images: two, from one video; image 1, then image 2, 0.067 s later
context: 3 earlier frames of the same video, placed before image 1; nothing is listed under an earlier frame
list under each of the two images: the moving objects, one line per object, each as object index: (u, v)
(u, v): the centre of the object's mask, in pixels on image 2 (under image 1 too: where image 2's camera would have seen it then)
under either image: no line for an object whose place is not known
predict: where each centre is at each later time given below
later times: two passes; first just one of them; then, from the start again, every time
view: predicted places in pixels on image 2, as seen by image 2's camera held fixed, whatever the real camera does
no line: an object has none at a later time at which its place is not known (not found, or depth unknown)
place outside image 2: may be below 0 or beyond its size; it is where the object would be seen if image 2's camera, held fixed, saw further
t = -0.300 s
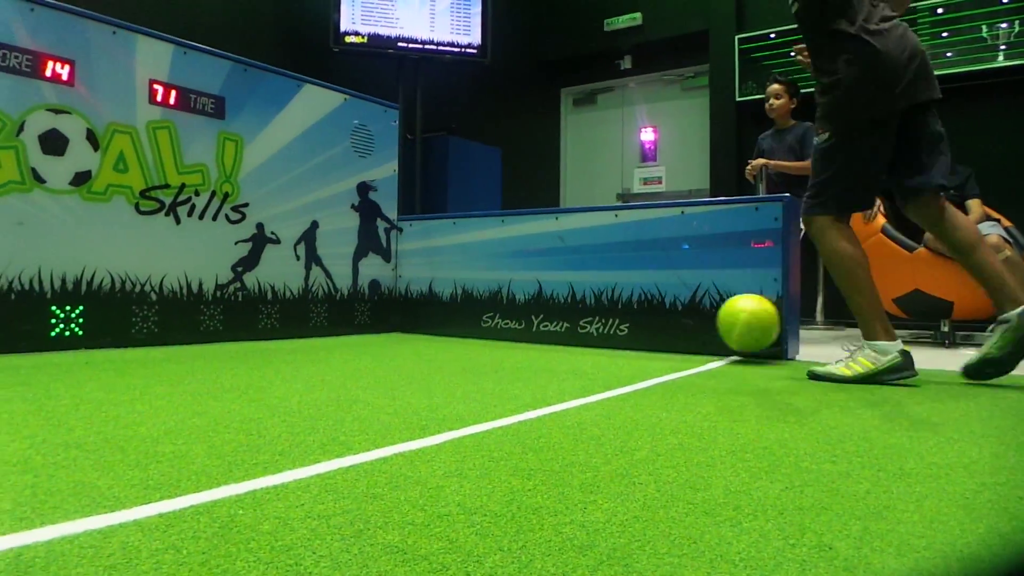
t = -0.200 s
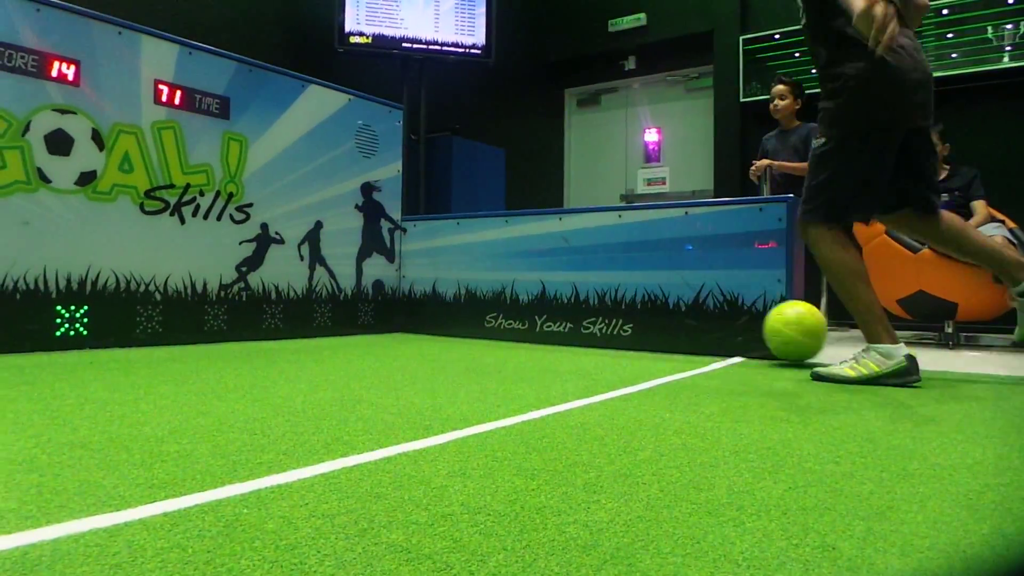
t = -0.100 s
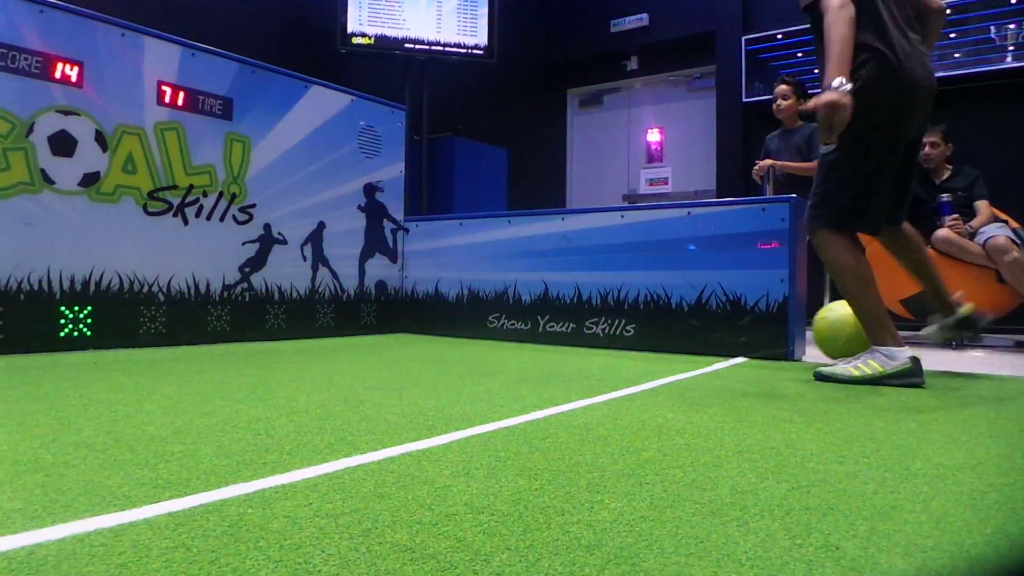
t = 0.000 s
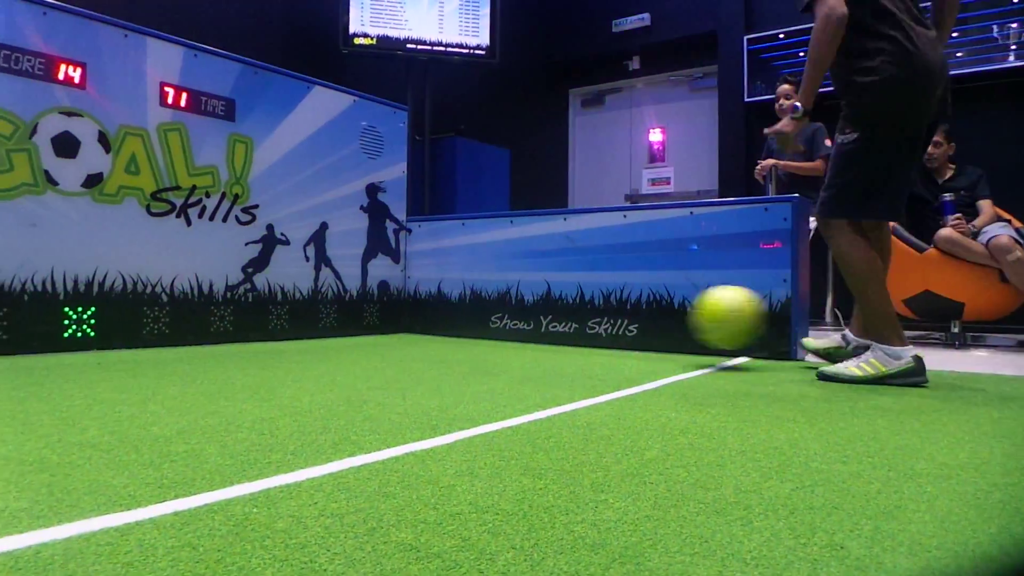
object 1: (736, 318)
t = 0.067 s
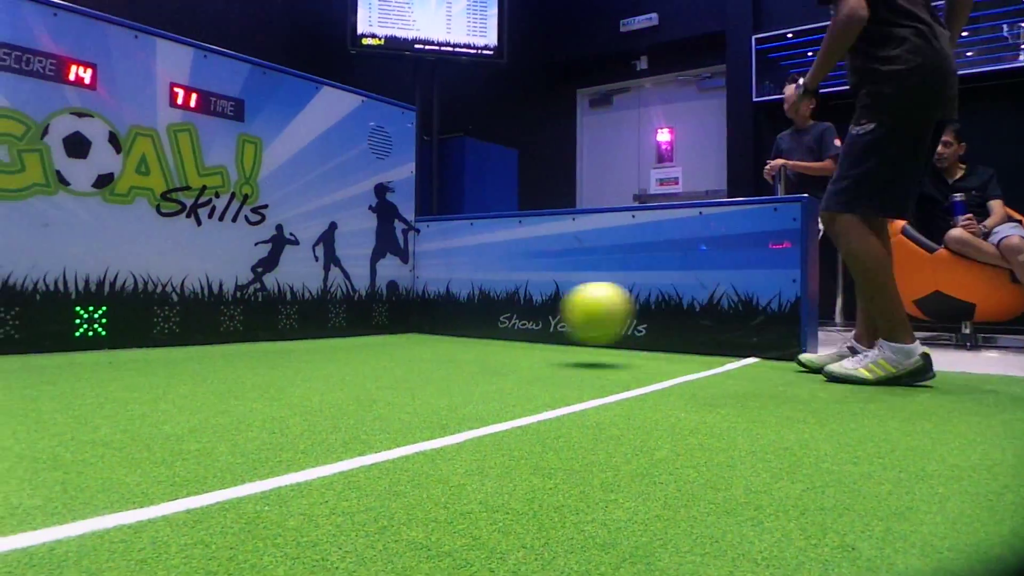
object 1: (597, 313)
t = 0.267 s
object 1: (241, 313)
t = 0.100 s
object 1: (528, 315)
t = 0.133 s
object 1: (460, 319)
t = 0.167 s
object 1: (393, 327)
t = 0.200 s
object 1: (338, 323)
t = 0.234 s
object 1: (290, 316)
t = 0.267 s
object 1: (241, 313)
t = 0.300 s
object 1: (194, 311)
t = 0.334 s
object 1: (152, 312)
